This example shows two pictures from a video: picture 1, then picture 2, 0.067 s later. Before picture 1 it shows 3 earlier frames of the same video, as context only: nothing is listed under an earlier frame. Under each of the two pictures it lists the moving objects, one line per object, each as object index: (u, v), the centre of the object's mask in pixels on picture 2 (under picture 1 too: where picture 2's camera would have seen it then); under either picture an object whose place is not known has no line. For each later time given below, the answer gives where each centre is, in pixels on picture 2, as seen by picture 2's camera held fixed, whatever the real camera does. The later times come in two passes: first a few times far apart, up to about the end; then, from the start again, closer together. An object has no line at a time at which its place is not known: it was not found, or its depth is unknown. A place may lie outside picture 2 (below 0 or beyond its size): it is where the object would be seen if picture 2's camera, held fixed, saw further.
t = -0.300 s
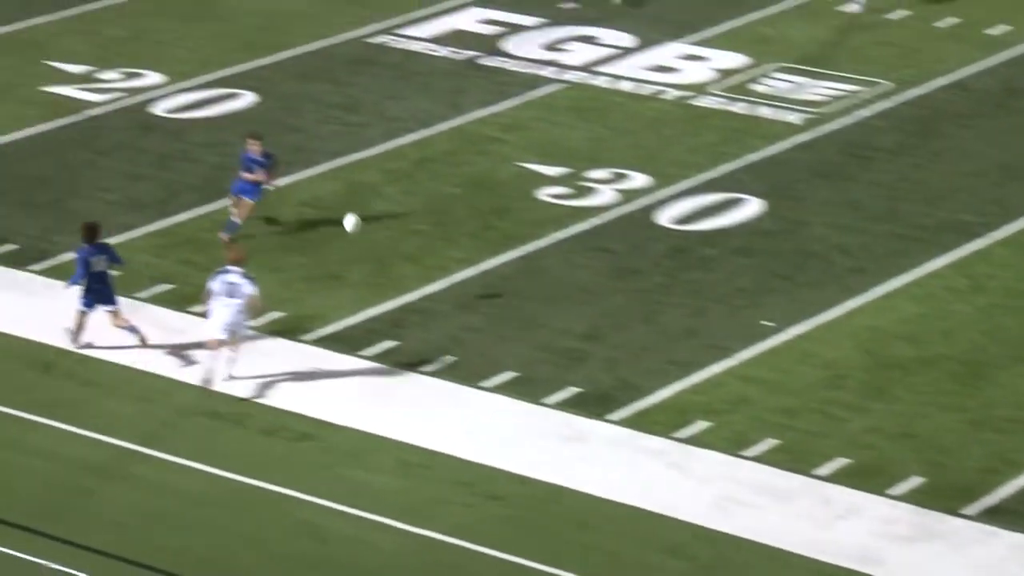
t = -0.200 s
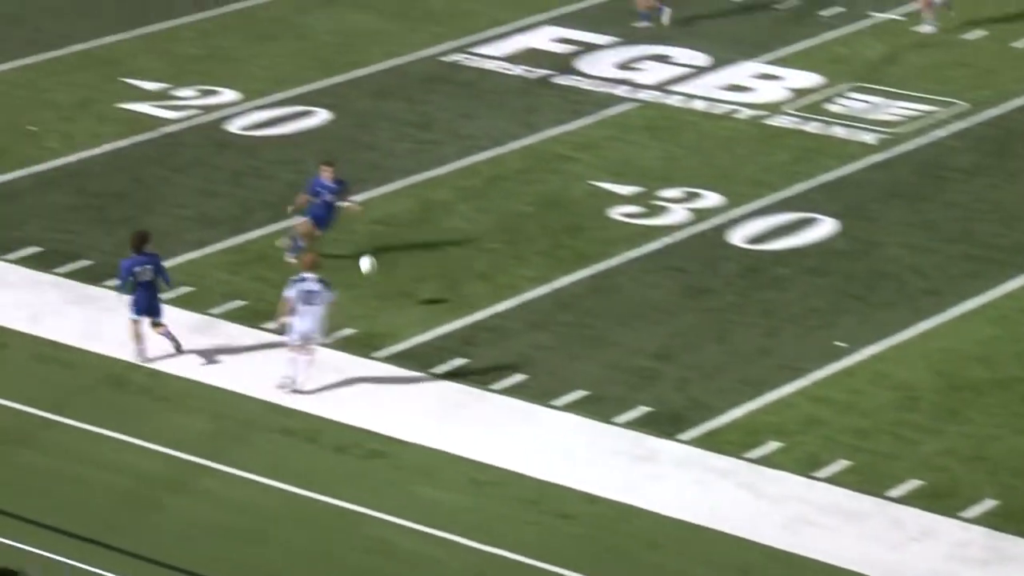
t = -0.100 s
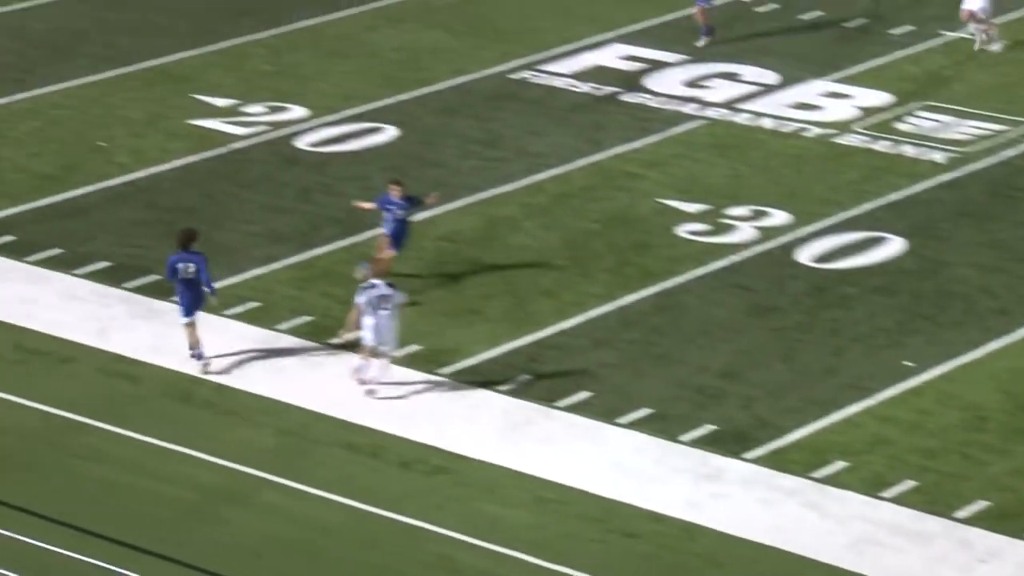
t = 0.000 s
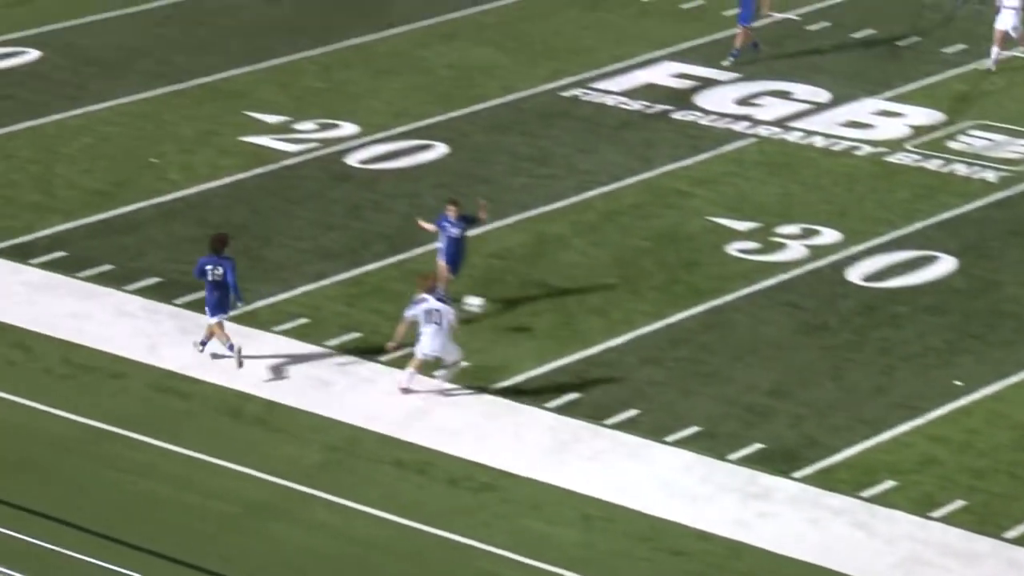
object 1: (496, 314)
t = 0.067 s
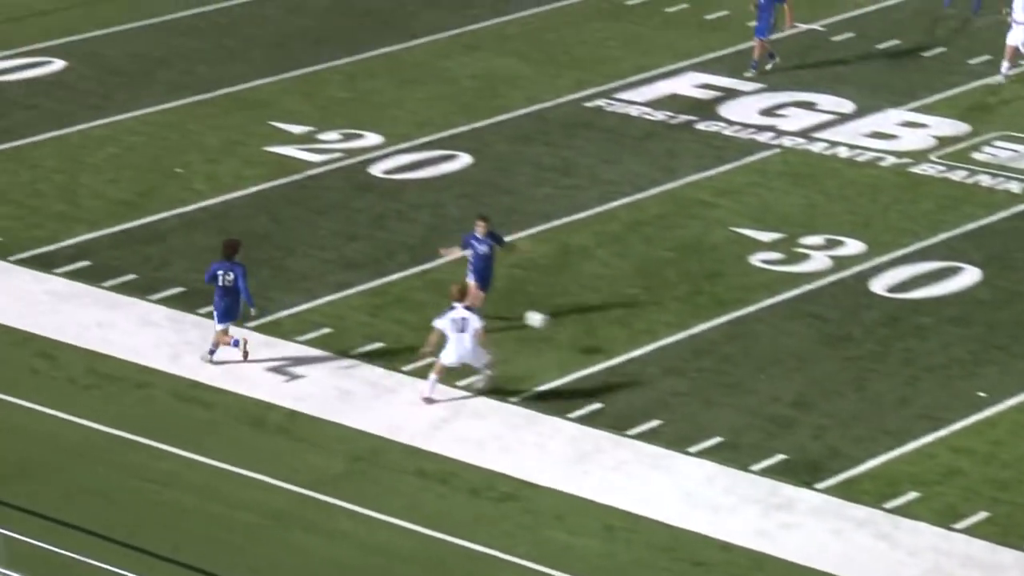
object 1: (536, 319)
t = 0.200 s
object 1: (614, 339)
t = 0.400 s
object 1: (738, 393)
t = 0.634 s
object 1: (855, 417)
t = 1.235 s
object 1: (1095, 492)
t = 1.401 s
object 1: (1156, 504)
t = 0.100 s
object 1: (555, 323)
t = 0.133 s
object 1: (574, 328)
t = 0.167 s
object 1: (594, 333)
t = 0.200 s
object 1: (614, 339)
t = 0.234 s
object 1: (635, 347)
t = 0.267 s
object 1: (655, 354)
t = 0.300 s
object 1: (676, 362)
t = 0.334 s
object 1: (696, 372)
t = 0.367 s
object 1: (717, 382)
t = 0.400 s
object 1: (738, 393)
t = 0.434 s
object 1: (760, 404)
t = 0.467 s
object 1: (780, 416)
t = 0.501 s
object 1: (796, 415)
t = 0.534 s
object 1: (811, 414)
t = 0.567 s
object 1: (826, 414)
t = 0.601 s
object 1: (841, 415)
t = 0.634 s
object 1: (855, 417)
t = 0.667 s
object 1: (871, 420)
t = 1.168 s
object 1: (1071, 479)
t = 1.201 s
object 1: (1083, 485)
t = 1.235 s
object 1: (1095, 492)
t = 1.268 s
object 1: (1107, 493)
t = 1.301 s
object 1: (1119, 495)
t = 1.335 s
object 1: (1131, 497)
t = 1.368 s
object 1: (1143, 500)
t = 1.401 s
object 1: (1156, 504)
